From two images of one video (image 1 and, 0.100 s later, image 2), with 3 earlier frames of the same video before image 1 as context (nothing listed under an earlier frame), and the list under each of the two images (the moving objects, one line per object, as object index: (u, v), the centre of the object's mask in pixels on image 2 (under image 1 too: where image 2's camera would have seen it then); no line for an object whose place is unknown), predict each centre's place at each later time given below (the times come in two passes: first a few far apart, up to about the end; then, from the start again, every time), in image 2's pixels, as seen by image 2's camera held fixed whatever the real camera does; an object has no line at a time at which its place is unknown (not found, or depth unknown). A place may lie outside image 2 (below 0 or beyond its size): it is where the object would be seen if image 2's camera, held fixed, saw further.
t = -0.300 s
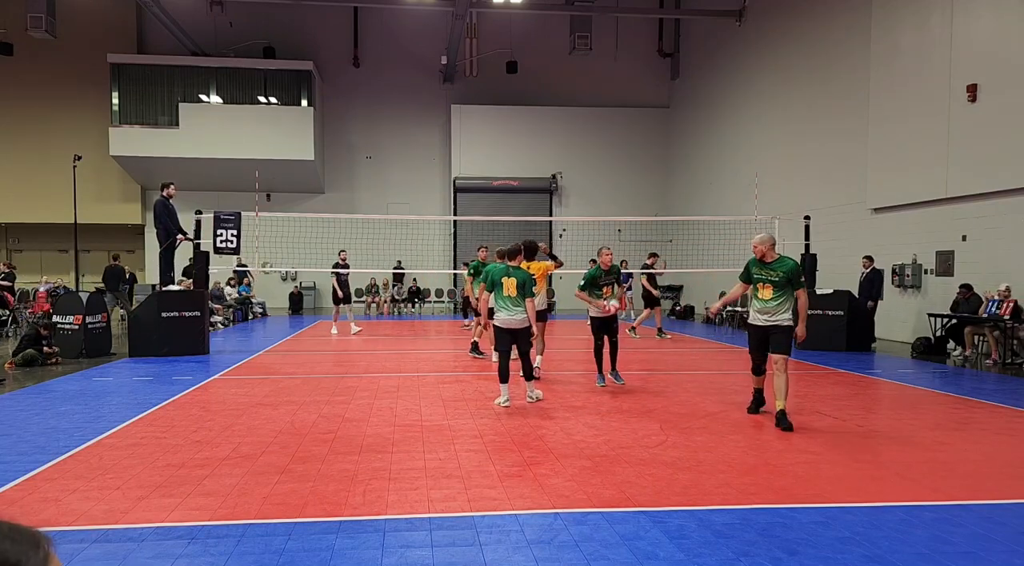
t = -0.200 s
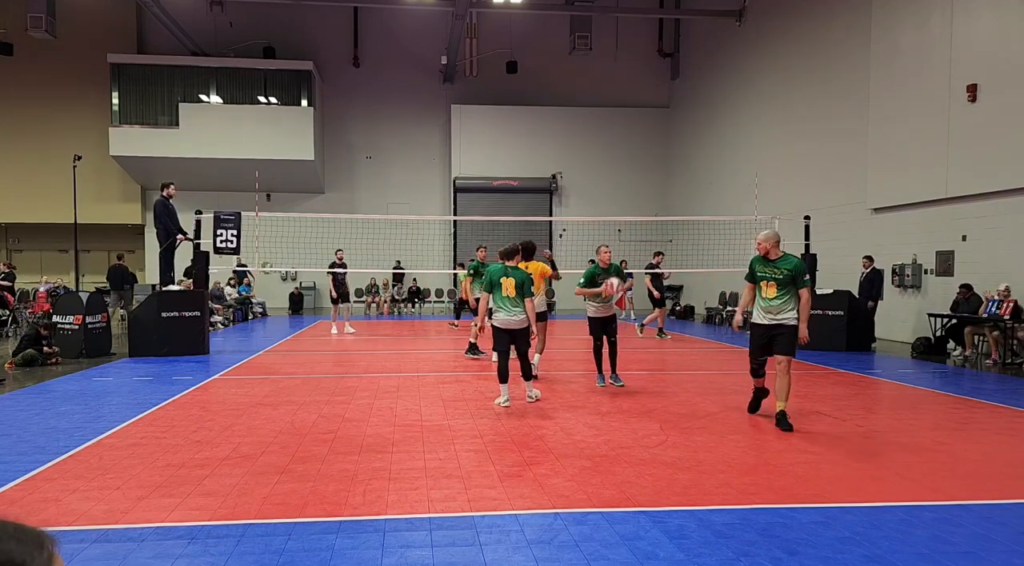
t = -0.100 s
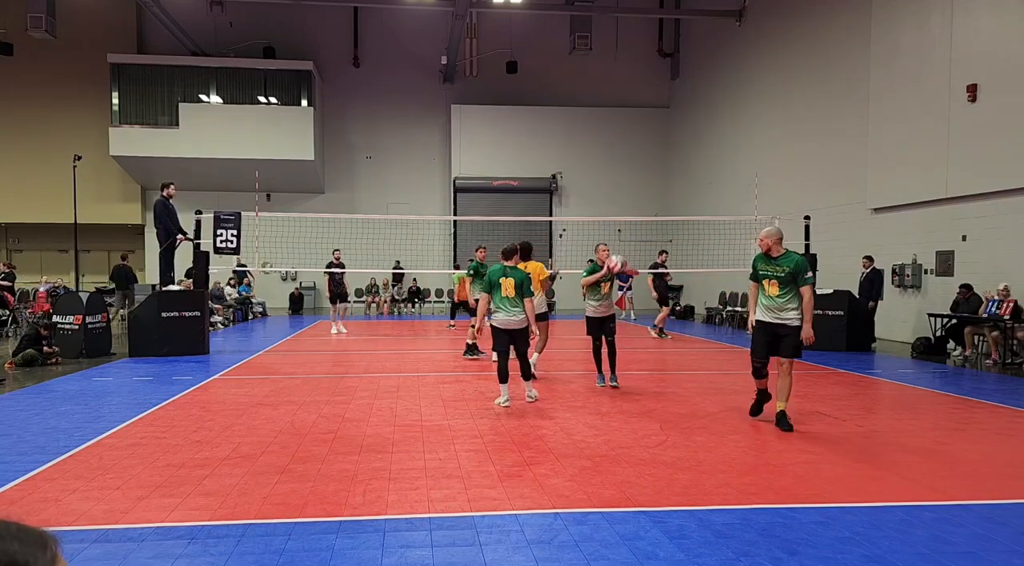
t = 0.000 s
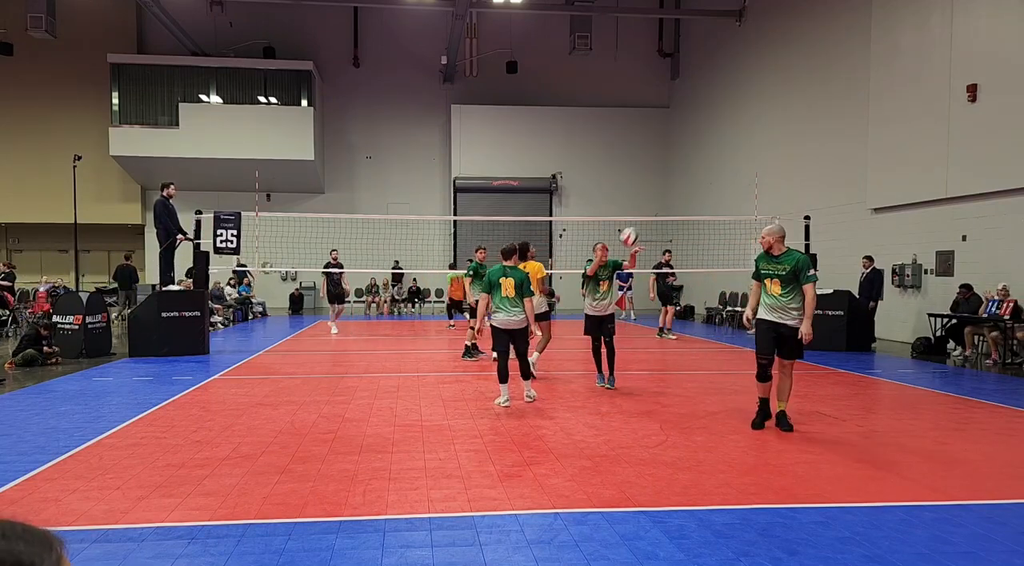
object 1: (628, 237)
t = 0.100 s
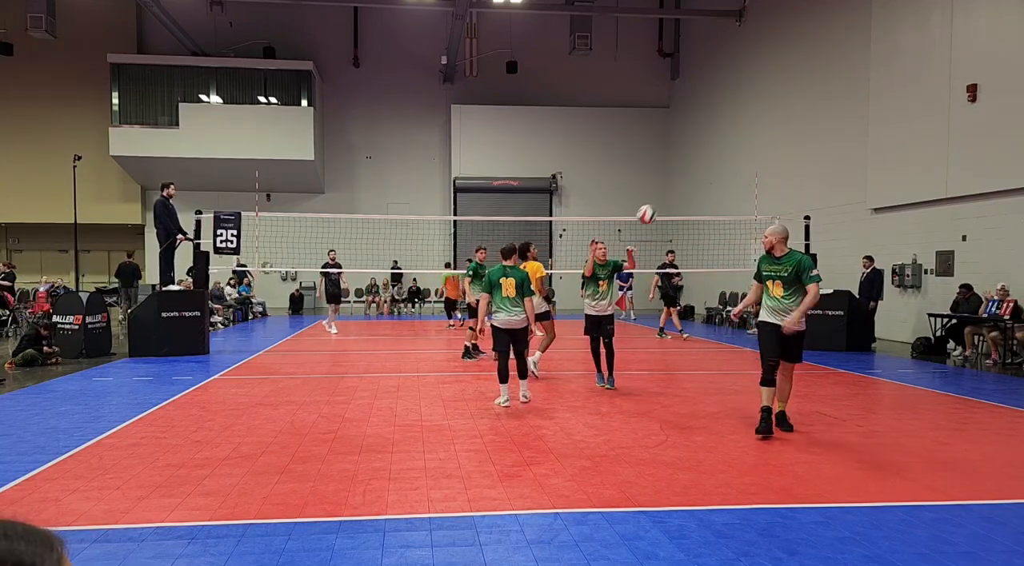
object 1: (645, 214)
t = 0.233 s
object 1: (669, 195)
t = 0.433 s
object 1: (712, 198)
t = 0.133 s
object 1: (650, 208)
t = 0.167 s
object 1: (657, 203)
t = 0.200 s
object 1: (663, 198)
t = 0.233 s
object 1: (669, 195)
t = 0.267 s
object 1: (676, 193)
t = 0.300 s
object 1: (682, 192)
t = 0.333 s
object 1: (690, 191)
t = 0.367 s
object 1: (697, 193)
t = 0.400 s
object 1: (705, 195)
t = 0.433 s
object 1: (712, 198)
